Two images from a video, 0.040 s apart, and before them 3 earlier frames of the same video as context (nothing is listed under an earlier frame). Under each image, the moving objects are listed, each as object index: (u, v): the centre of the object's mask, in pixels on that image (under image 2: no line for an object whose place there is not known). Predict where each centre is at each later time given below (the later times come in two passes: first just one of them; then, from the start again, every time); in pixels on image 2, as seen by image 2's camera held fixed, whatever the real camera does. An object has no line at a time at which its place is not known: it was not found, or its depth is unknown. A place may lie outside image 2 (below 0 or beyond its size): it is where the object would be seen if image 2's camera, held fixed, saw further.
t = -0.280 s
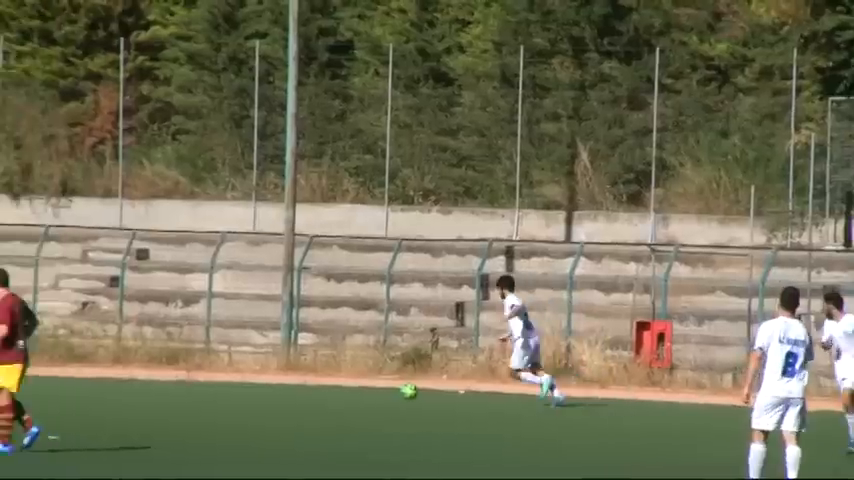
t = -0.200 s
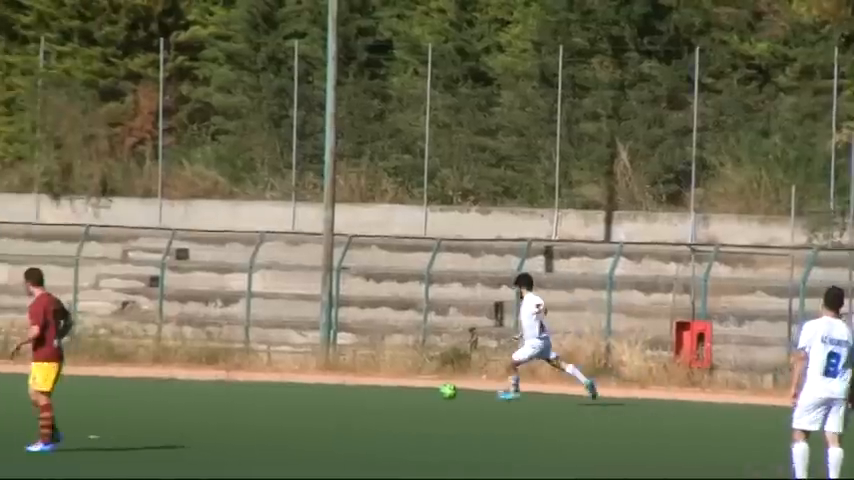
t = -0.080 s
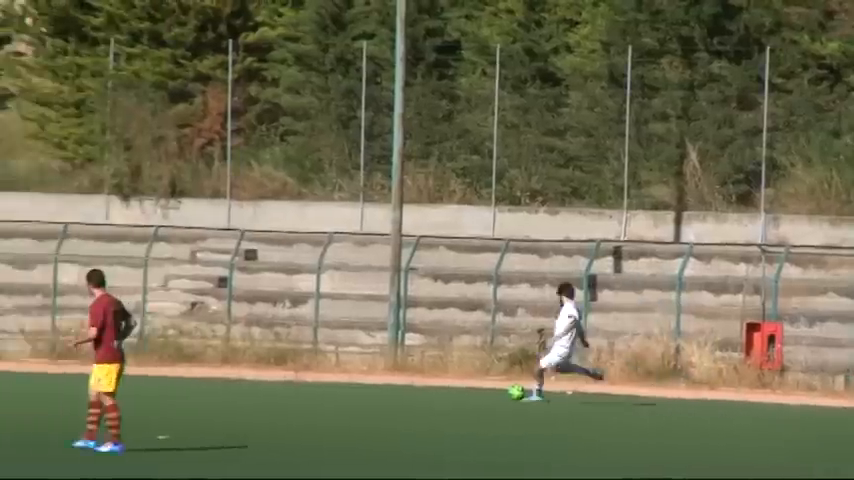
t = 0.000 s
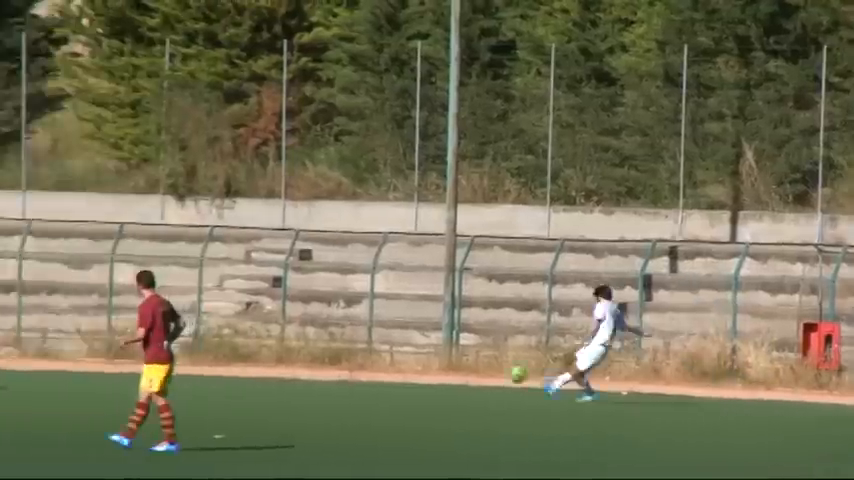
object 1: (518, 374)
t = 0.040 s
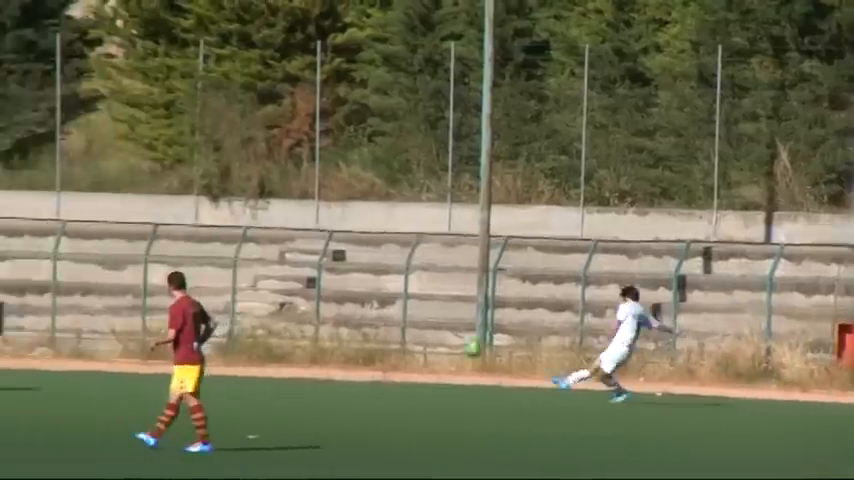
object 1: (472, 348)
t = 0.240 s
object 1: (96, 235)
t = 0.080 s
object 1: (395, 324)
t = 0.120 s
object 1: (321, 300)
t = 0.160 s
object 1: (246, 278)
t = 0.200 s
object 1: (172, 257)
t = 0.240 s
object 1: (96, 235)
